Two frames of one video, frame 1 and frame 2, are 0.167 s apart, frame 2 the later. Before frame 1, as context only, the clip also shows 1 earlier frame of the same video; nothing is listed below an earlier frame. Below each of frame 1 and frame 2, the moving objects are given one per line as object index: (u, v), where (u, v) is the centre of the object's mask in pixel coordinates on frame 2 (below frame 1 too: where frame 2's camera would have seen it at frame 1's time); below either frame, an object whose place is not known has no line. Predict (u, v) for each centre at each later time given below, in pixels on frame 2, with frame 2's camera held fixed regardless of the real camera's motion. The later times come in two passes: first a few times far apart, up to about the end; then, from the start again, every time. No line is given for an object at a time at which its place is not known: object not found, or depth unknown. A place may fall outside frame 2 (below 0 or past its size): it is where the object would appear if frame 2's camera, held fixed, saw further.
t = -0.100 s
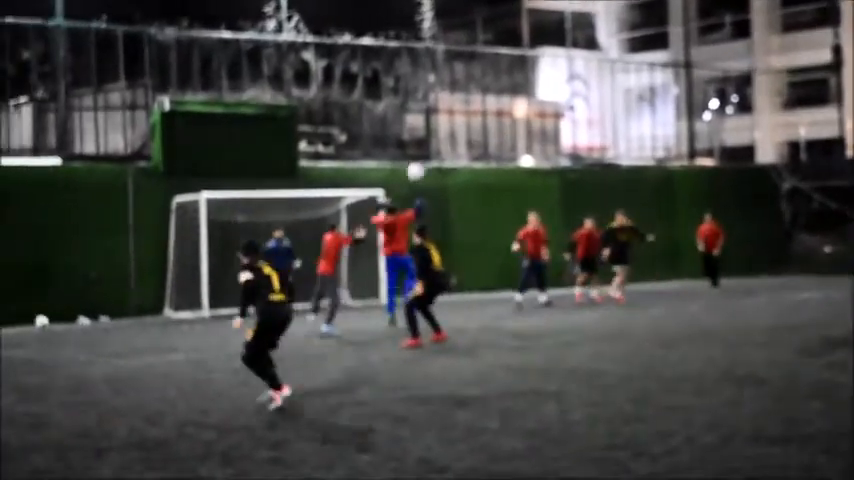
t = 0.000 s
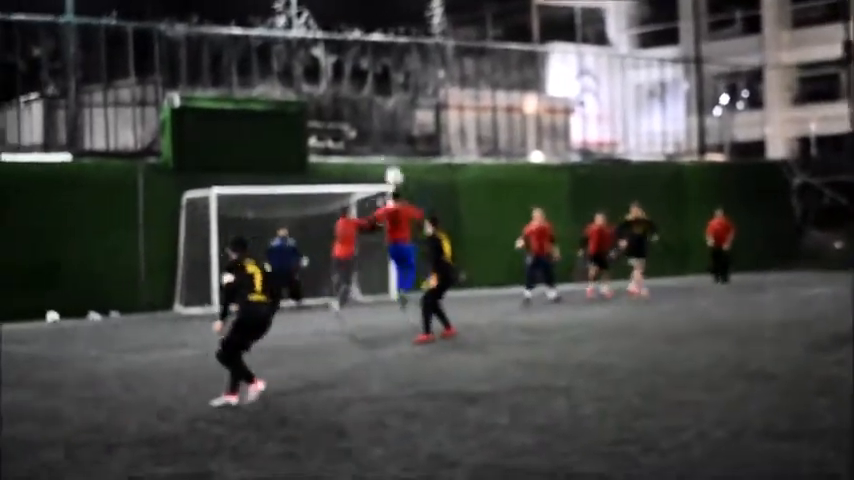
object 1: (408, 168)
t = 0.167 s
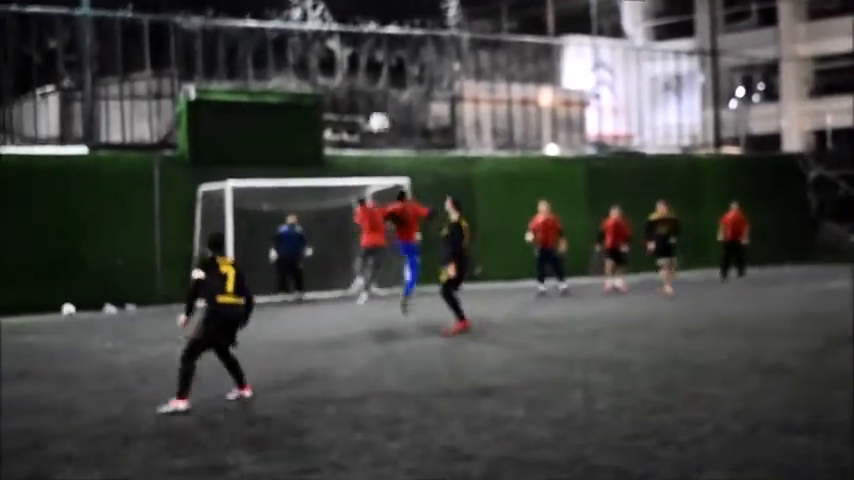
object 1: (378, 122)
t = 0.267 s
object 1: (358, 101)
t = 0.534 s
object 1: (296, 77)
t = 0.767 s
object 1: (229, 110)
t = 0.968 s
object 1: (155, 205)
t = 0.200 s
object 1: (372, 114)
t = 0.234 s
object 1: (365, 107)
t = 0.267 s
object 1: (358, 101)
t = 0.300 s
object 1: (352, 94)
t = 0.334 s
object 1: (344, 90)
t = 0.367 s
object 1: (336, 85)
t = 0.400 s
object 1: (330, 81)
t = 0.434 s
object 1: (321, 79)
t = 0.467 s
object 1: (313, 77)
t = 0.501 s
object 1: (305, 76)
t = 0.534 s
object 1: (296, 77)
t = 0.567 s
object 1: (287, 77)
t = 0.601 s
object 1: (279, 80)
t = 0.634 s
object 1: (270, 83)
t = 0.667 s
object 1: (260, 89)
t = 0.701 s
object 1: (250, 94)
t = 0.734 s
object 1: (239, 102)
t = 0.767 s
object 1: (229, 110)
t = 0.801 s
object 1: (218, 121)
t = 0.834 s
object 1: (206, 134)
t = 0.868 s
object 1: (194, 148)
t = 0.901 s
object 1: (182, 165)
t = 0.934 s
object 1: (169, 184)
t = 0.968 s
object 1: (155, 205)
